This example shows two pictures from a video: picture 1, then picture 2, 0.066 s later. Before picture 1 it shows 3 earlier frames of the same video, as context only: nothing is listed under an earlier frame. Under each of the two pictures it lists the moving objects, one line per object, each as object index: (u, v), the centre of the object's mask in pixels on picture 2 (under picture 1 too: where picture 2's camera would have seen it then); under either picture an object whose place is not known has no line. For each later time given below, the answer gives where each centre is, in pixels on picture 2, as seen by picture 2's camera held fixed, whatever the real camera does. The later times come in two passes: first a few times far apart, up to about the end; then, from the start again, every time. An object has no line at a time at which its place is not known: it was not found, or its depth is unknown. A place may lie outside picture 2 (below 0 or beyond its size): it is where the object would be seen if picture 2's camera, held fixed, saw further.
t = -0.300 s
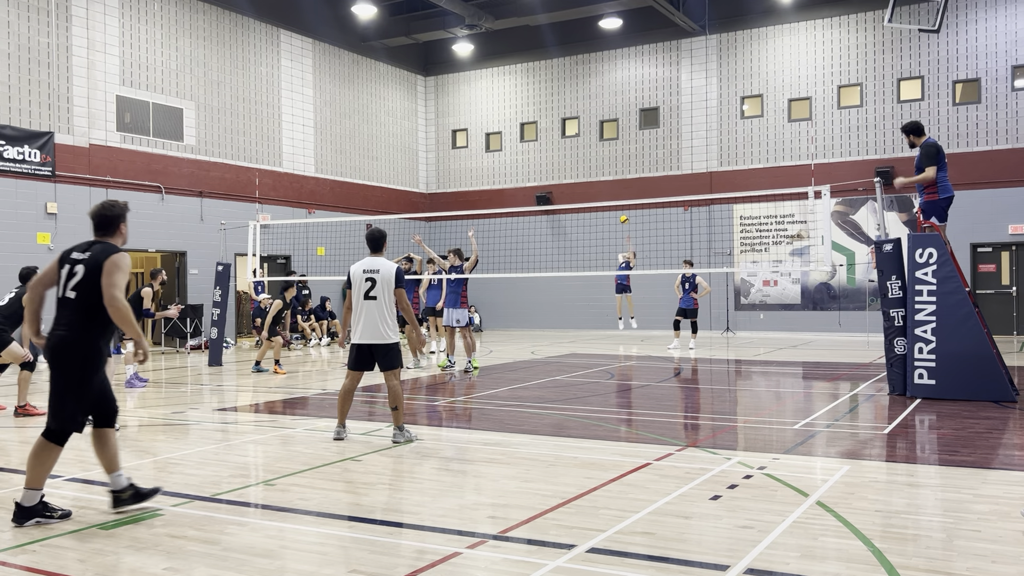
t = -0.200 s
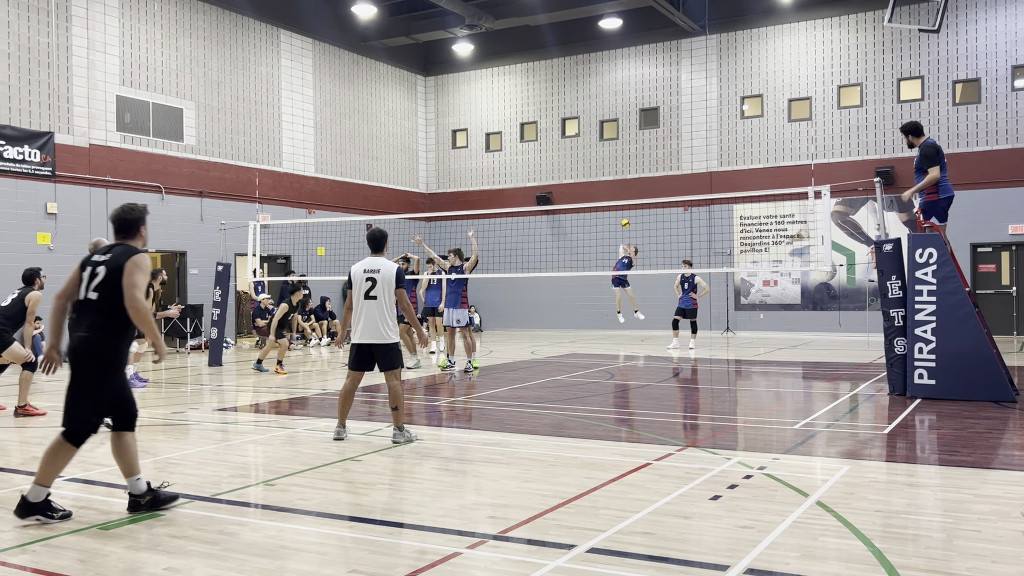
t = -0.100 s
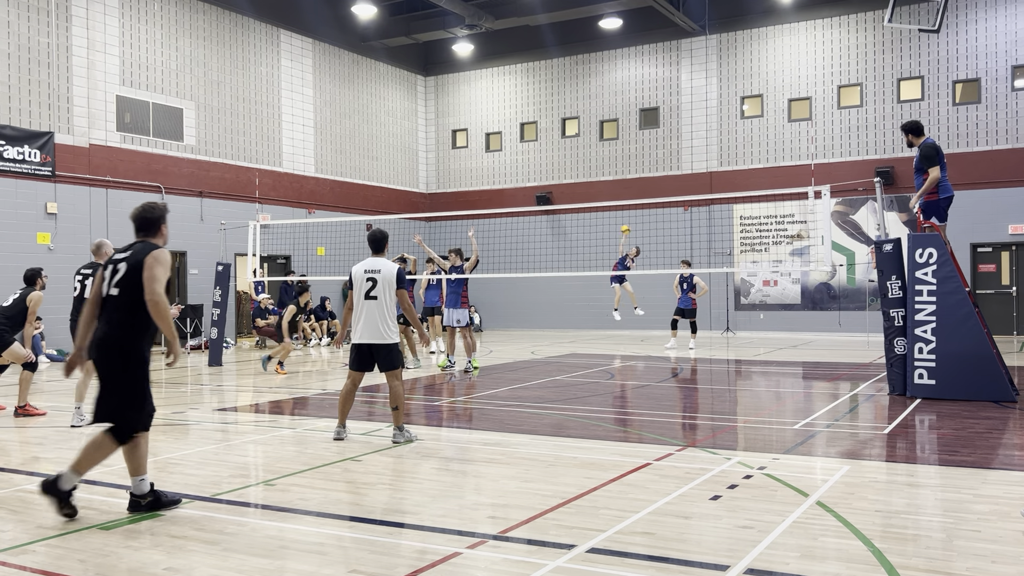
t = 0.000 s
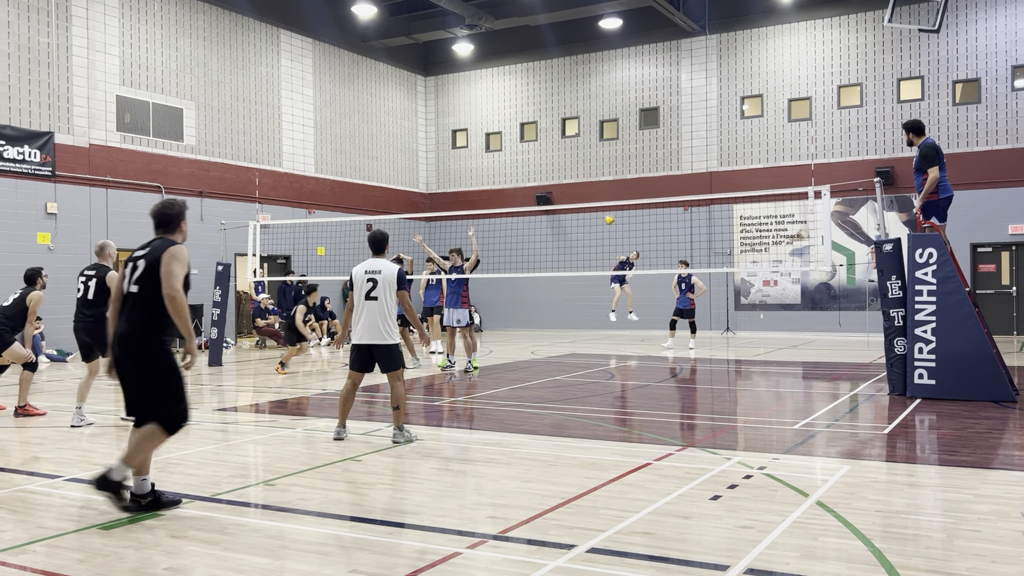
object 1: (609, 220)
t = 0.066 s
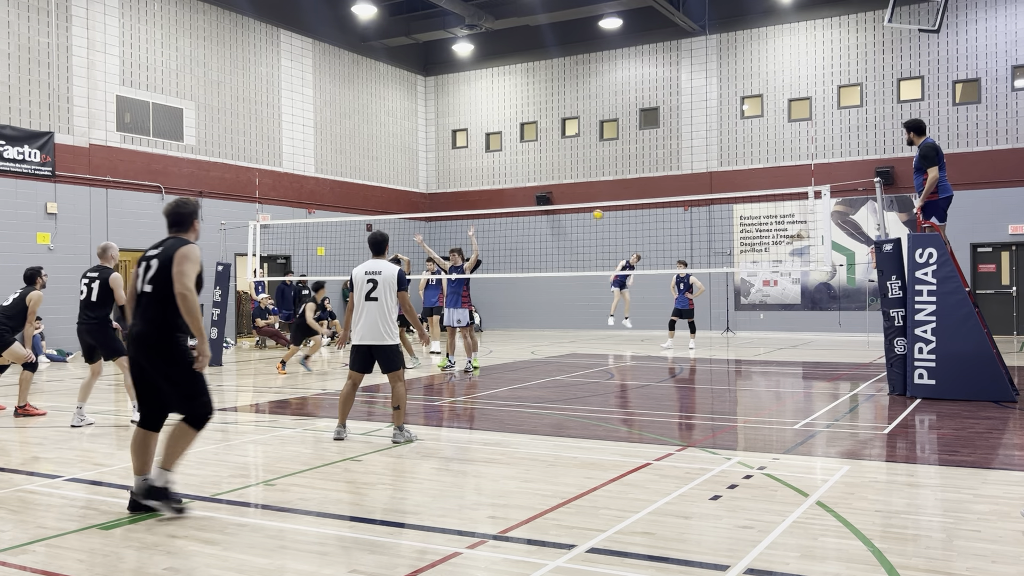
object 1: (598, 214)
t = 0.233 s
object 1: (563, 209)
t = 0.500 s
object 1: (486, 223)
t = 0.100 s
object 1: (591, 212)
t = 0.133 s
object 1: (585, 210)
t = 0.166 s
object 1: (577, 210)
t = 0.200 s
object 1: (570, 209)
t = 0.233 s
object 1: (563, 209)
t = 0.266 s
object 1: (555, 209)
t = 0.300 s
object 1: (546, 209)
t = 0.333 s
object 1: (537, 210)
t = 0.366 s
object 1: (528, 211)
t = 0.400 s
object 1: (518, 213)
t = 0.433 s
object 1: (509, 214)
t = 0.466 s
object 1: (497, 219)
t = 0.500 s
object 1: (486, 223)
